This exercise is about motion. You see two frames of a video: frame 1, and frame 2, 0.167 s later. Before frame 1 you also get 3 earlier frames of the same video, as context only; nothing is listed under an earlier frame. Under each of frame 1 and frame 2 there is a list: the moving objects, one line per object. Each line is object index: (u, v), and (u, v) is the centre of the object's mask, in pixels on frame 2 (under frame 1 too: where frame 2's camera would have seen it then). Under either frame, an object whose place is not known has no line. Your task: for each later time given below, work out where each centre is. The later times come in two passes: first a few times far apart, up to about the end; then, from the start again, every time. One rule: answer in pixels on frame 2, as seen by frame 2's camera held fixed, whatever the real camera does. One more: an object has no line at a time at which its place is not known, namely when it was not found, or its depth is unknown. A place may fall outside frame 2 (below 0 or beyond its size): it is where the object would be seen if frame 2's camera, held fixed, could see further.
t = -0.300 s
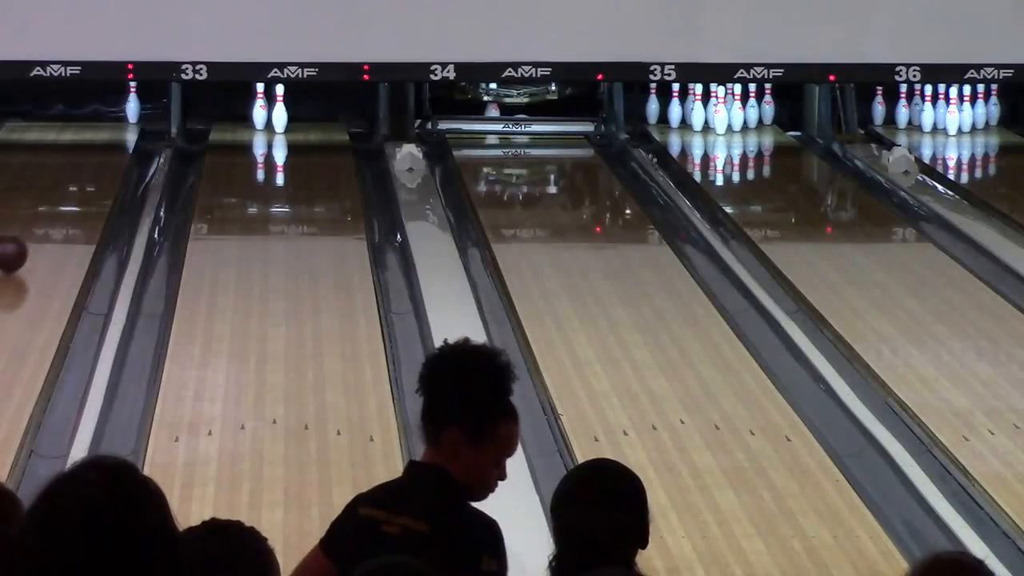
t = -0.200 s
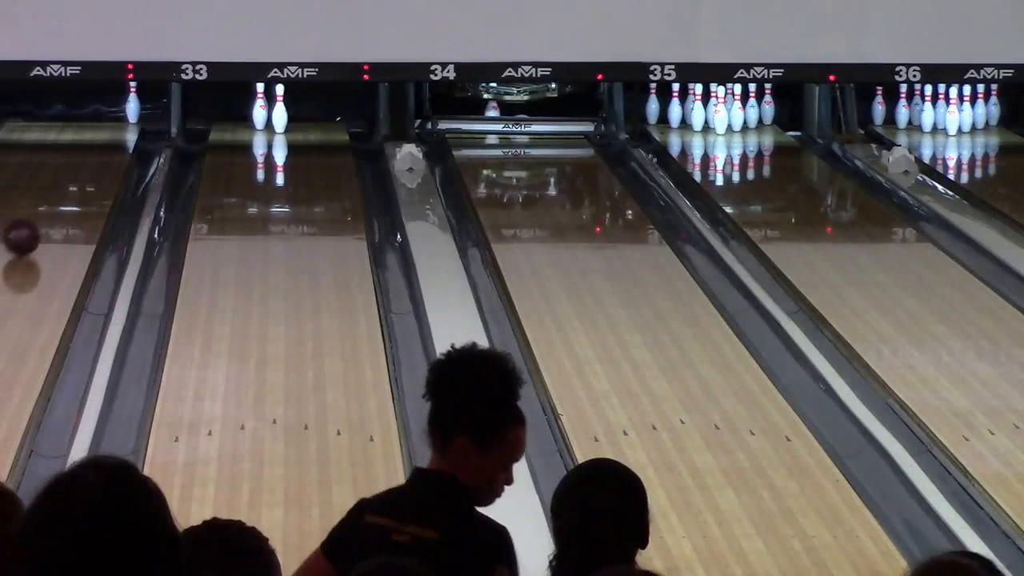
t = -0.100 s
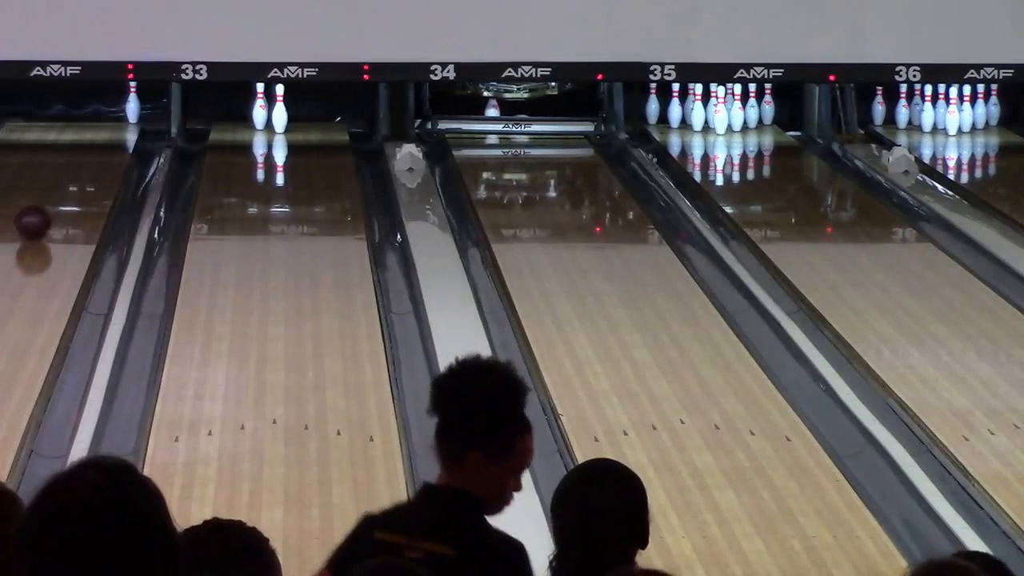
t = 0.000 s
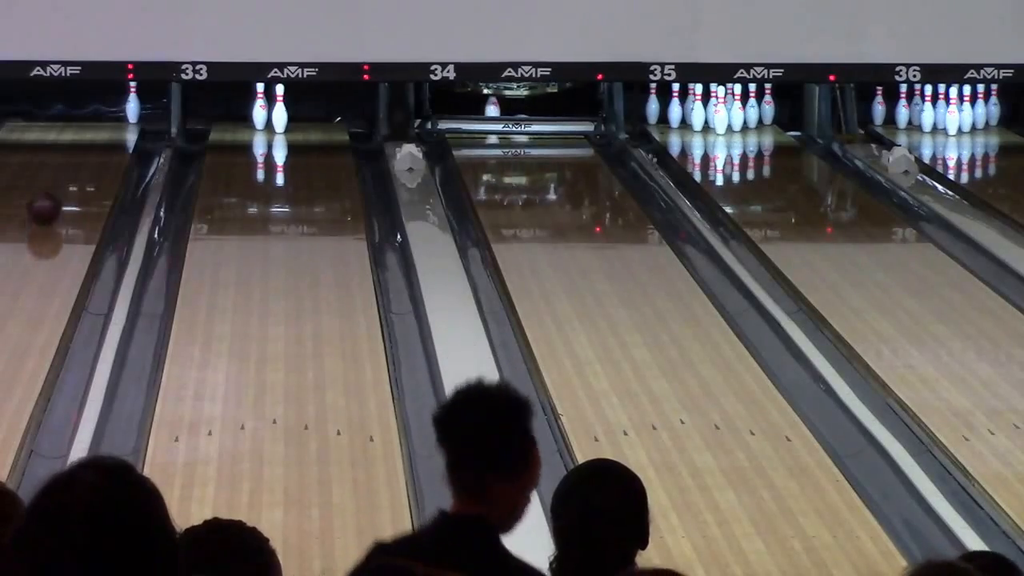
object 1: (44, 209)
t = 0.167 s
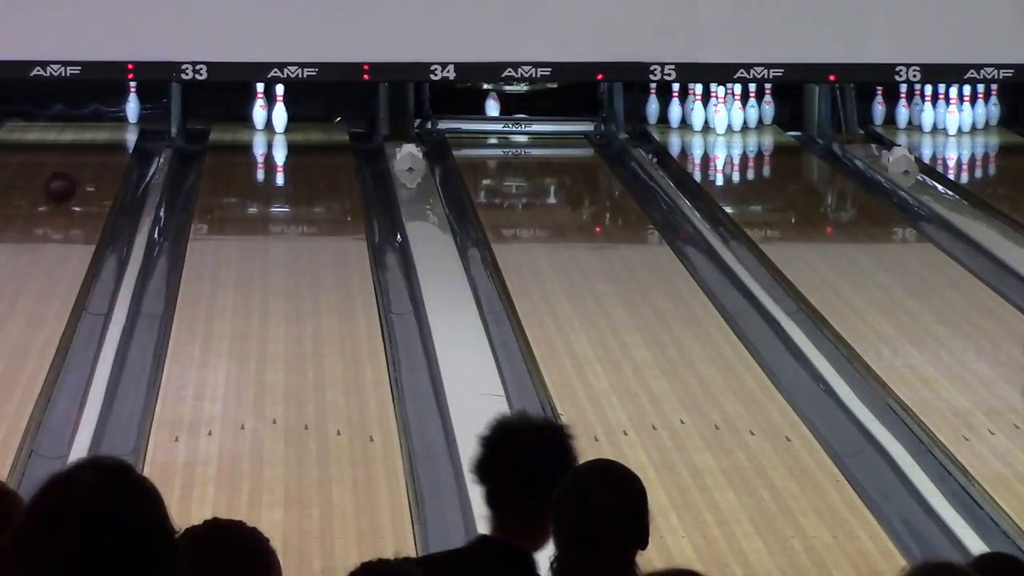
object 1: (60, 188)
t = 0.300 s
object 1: (73, 172)
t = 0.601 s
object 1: (92, 141)
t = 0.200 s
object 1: (63, 183)
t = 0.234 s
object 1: (66, 179)
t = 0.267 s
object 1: (69, 176)
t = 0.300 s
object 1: (73, 172)
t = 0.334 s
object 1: (75, 169)
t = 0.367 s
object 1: (78, 165)
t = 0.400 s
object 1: (79, 163)
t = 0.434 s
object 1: (82, 161)
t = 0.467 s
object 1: (84, 154)
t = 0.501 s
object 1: (86, 150)
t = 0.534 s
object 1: (88, 147)
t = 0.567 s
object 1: (90, 144)
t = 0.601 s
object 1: (92, 141)
